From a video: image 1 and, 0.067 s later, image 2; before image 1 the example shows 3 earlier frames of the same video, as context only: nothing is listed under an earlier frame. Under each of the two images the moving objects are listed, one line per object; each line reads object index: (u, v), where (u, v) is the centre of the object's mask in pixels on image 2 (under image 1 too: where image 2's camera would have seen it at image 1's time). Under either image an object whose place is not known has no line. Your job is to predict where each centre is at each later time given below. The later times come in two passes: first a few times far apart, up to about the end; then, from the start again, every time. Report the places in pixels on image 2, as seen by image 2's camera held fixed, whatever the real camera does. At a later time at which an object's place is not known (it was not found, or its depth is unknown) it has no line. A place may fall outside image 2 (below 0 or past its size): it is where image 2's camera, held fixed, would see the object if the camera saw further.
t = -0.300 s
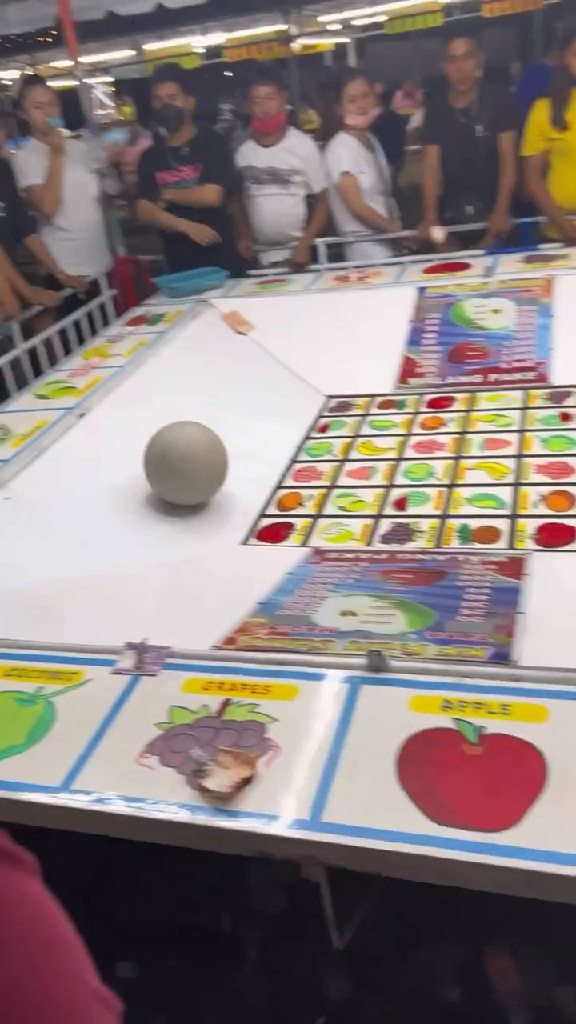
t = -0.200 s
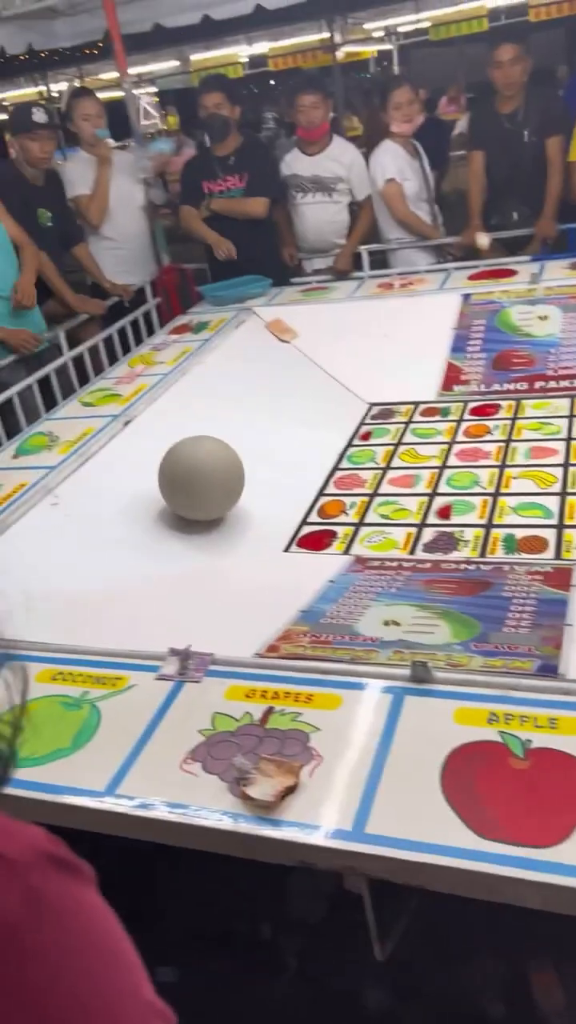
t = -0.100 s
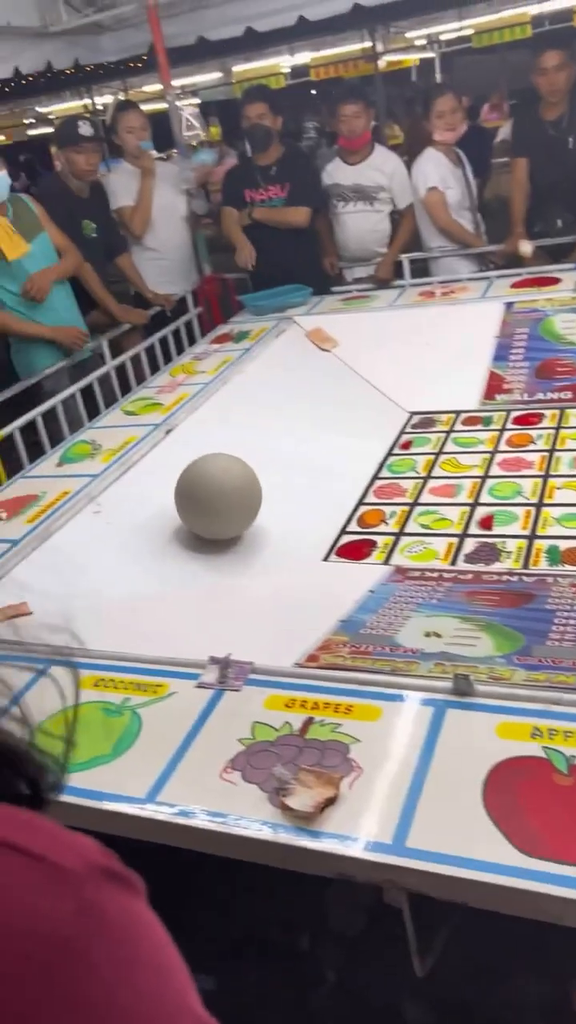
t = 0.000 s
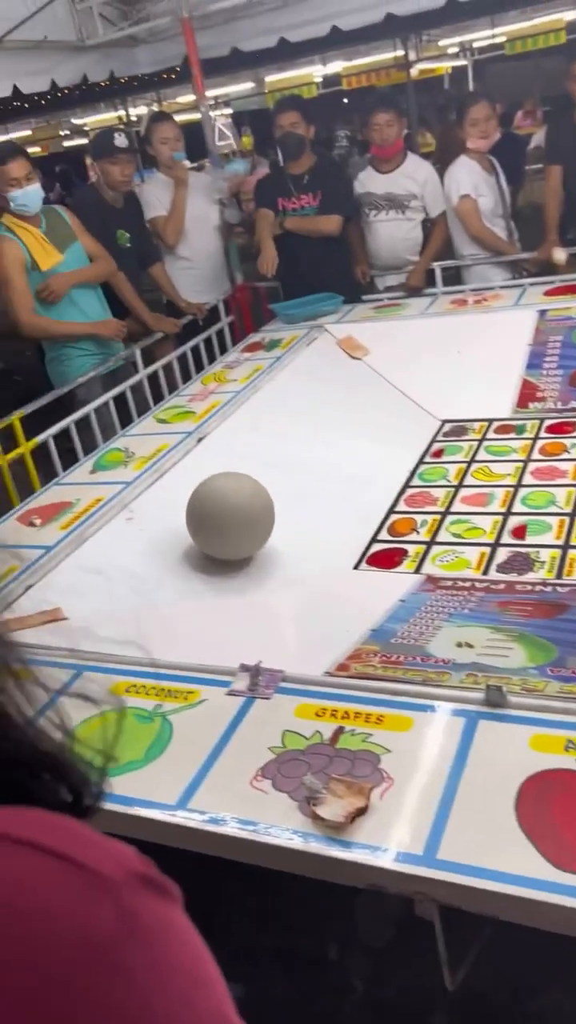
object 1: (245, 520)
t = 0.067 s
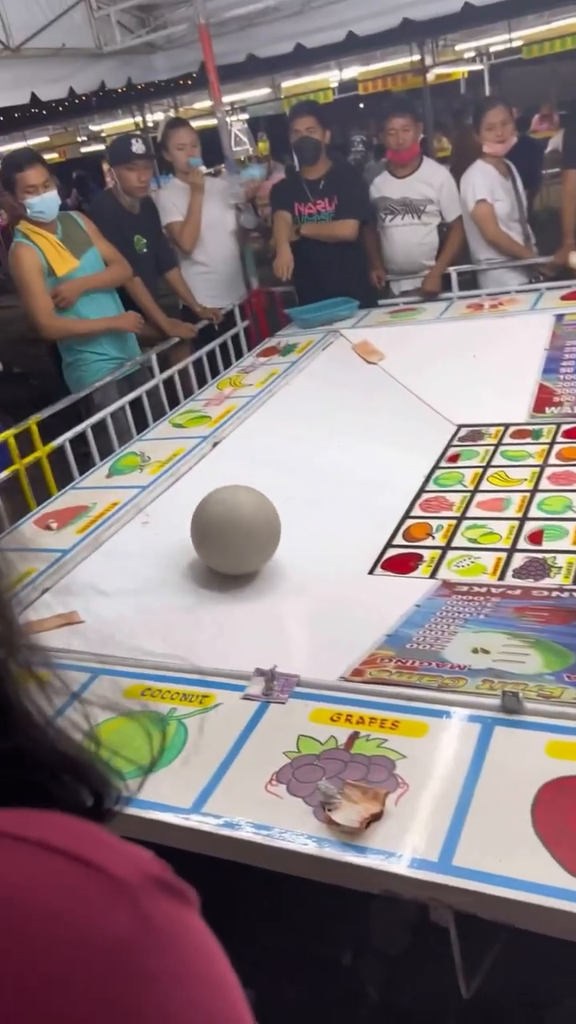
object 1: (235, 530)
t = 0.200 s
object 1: (223, 552)
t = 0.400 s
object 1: (221, 565)
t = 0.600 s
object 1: (236, 569)
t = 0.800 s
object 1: (268, 565)
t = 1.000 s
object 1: (314, 553)
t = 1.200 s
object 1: (372, 534)
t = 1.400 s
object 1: (426, 498)
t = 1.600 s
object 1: (470, 467)
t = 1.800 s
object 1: (515, 438)
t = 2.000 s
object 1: (552, 413)
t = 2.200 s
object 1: (584, 392)
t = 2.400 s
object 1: (613, 364)
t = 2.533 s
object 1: (631, 352)
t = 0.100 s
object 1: (231, 535)
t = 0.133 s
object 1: (228, 540)
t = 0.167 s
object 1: (225, 546)
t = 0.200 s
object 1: (223, 552)
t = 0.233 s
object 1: (222, 555)
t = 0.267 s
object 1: (221, 558)
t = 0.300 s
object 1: (220, 560)
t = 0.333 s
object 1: (220, 561)
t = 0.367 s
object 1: (220, 563)
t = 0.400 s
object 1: (221, 565)
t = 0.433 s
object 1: (222, 566)
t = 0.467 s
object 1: (224, 567)
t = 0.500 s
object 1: (226, 568)
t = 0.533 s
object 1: (229, 569)
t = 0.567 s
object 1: (232, 569)
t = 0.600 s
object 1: (236, 569)
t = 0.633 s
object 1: (240, 569)
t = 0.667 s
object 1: (245, 569)
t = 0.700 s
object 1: (250, 568)
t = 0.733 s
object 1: (256, 568)
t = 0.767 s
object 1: (261, 566)
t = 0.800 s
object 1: (268, 565)
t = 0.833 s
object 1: (274, 564)
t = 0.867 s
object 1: (282, 562)
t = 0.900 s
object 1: (289, 560)
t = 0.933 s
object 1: (297, 558)
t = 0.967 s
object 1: (306, 556)
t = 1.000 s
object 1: (314, 553)
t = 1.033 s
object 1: (323, 550)
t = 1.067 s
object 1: (333, 548)
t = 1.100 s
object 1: (342, 544)
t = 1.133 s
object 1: (352, 541)
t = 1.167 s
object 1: (362, 538)
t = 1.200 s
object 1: (372, 534)
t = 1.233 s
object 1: (382, 531)
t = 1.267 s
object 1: (391, 525)
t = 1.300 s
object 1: (400, 517)
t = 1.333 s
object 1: (409, 513)
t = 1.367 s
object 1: (417, 504)
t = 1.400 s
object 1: (426, 498)
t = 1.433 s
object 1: (433, 495)
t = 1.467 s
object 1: (441, 489)
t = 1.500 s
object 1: (448, 482)
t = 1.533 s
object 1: (456, 479)
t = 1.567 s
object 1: (463, 472)
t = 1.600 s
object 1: (470, 467)
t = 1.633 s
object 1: (477, 463)
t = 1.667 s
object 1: (485, 457)
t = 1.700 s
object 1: (493, 451)
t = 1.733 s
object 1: (501, 449)
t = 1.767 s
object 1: (508, 442)
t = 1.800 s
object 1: (515, 438)
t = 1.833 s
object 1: (522, 433)
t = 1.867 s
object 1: (529, 427)
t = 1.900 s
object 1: (536, 425)
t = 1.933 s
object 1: (541, 420)
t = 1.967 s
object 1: (547, 415)
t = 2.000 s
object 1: (552, 413)
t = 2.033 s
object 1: (558, 408)
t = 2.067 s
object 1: (563, 405)
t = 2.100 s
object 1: (569, 404)
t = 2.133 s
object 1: (574, 398)
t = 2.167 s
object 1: (579, 396)
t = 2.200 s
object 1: (584, 392)
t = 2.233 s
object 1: (589, 387)
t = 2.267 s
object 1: (593, 382)
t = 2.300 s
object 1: (597, 378)
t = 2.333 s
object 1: (603, 373)
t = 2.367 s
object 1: (608, 368)
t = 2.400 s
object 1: (613, 364)
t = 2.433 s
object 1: (617, 361)
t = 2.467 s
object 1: (622, 358)
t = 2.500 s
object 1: (627, 355)
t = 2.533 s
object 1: (631, 352)
